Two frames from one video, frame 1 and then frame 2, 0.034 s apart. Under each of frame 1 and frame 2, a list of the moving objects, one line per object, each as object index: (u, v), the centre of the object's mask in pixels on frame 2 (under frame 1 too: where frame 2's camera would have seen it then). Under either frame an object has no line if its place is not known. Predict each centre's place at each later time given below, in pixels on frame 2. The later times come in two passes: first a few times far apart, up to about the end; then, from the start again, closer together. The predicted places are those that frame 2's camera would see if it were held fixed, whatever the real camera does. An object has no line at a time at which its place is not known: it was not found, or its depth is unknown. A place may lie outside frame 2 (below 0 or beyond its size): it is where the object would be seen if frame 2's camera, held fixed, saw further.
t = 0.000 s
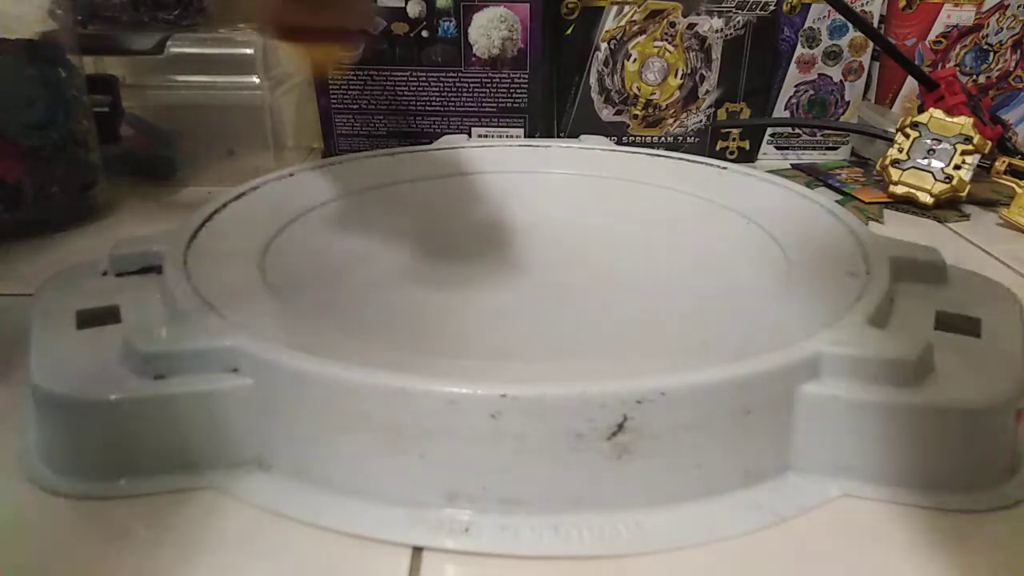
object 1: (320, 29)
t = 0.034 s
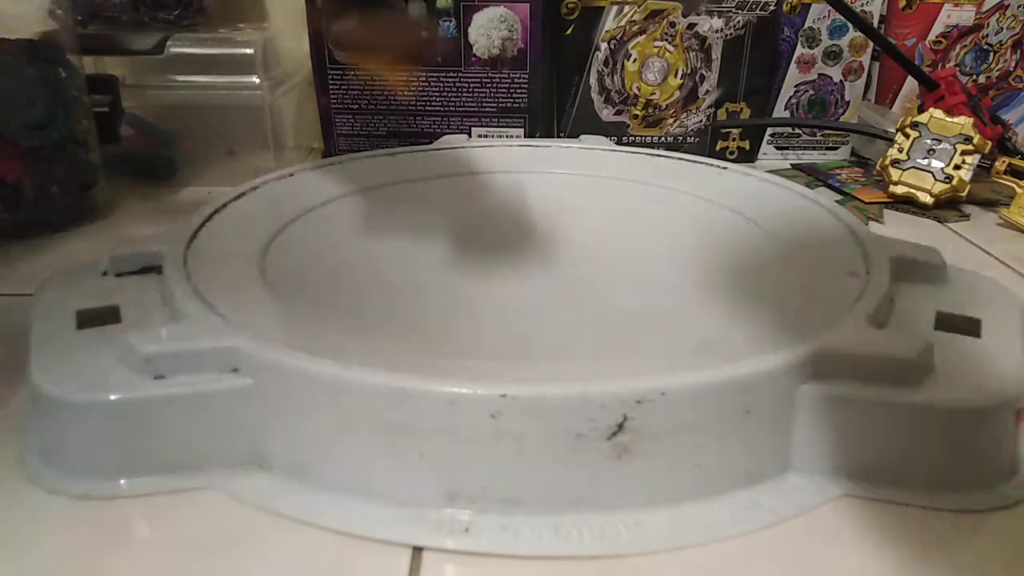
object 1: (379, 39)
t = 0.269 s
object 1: (562, 135)
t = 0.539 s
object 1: (555, 189)
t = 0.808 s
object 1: (462, 222)
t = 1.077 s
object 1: (590, 237)
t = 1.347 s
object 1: (557, 192)
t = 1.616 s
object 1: (423, 258)
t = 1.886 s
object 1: (770, 249)
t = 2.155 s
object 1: (550, 167)
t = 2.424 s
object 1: (287, 250)
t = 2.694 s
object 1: (771, 261)
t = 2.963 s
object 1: (563, 166)
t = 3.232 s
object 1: (275, 228)
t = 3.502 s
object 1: (697, 293)
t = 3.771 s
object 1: (622, 170)
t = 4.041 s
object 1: (333, 178)
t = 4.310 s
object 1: (476, 306)
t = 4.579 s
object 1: (725, 201)
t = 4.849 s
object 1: (473, 157)
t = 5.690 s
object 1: (591, 167)
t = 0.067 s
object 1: (428, 79)
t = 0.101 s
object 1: (456, 148)
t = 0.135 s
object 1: (493, 212)
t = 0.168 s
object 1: (514, 177)
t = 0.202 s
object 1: (531, 141)
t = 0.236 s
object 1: (548, 128)
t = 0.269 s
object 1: (562, 135)
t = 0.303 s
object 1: (577, 163)
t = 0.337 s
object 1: (580, 141)
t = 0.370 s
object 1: (581, 135)
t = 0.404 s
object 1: (584, 146)
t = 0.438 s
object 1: (583, 168)
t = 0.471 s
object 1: (576, 173)
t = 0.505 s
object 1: (567, 181)
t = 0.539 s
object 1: (555, 189)
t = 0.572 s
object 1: (541, 196)
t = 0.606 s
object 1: (524, 201)
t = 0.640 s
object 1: (508, 204)
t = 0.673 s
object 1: (492, 207)
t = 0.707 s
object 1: (478, 209)
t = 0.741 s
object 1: (470, 212)
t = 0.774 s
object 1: (465, 216)
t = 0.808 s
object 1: (462, 222)
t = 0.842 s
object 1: (464, 228)
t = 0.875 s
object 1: (471, 235)
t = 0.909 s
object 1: (483, 241)
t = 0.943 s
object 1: (501, 247)
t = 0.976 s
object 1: (521, 251)
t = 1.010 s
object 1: (546, 244)
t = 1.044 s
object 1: (571, 239)
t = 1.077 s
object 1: (590, 237)
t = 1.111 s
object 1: (605, 229)
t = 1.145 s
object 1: (617, 228)
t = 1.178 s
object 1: (624, 221)
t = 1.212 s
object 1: (621, 212)
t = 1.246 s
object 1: (611, 204)
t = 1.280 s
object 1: (596, 198)
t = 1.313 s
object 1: (578, 194)
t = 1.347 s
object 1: (557, 192)
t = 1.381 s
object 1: (535, 192)
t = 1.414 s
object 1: (513, 195)
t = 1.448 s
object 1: (487, 199)
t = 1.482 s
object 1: (464, 205)
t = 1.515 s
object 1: (442, 215)
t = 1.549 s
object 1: (426, 227)
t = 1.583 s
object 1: (419, 241)
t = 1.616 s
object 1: (423, 258)
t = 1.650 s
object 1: (438, 272)
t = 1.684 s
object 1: (471, 286)
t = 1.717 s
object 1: (515, 295)
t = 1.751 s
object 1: (573, 301)
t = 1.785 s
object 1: (637, 298)
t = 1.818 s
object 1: (699, 289)
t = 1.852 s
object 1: (755, 273)
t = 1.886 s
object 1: (770, 249)
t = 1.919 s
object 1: (759, 239)
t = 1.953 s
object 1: (749, 222)
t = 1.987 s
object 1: (729, 204)
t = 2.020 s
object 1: (700, 190)
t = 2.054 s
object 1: (667, 180)
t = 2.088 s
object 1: (629, 173)
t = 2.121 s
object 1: (591, 168)
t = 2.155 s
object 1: (550, 167)
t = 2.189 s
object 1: (500, 168)
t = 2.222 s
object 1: (457, 171)
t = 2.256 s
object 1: (412, 177)
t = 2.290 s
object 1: (369, 183)
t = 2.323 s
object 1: (330, 193)
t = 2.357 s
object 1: (295, 209)
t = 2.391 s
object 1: (271, 224)
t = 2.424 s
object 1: (287, 250)
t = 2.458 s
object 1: (316, 273)
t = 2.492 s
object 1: (363, 291)
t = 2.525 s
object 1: (441, 307)
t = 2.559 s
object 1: (535, 312)
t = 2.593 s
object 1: (629, 307)
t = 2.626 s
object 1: (691, 297)
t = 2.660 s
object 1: (740, 281)
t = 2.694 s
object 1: (771, 261)
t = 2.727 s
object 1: (781, 241)
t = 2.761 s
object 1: (776, 223)
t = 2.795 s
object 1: (758, 205)
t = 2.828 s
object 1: (728, 195)
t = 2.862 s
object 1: (692, 185)
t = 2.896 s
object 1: (650, 176)
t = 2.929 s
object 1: (606, 170)
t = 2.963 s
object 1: (563, 166)
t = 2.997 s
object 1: (517, 164)
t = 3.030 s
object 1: (469, 165)
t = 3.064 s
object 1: (422, 166)
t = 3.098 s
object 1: (374, 167)
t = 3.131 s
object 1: (333, 175)
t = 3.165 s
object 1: (310, 191)
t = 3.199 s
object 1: (289, 209)
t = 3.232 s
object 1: (275, 228)
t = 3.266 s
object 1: (283, 249)
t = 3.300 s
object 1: (309, 269)
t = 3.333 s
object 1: (354, 286)
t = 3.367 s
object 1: (408, 300)
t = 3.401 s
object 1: (489, 311)
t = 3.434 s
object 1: (567, 311)
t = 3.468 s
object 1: (637, 305)
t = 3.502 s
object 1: (697, 293)
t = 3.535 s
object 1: (734, 276)
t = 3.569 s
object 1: (753, 259)
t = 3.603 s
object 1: (756, 240)
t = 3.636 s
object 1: (744, 221)
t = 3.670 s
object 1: (725, 204)
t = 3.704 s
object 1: (695, 191)
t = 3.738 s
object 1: (660, 180)
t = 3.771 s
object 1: (622, 170)
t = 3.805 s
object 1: (584, 162)
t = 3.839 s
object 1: (543, 157)
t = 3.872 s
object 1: (503, 154)
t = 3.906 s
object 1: (470, 156)
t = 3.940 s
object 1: (431, 159)
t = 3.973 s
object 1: (396, 160)
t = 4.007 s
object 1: (363, 167)
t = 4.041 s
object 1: (333, 178)
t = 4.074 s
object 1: (306, 191)
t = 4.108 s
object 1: (287, 208)
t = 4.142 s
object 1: (280, 224)
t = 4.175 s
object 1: (287, 243)
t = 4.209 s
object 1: (310, 260)
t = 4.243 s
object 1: (353, 279)
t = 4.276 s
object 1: (405, 293)
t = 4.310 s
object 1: (476, 306)
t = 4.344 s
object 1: (547, 307)
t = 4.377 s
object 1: (616, 301)
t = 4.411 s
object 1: (673, 289)
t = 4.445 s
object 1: (712, 273)
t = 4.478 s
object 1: (734, 255)
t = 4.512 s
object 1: (742, 237)
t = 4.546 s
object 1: (738, 218)
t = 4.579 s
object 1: (725, 201)
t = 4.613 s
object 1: (705, 186)
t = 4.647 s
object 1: (677, 174)
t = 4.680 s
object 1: (648, 165)
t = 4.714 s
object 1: (612, 158)
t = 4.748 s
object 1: (577, 152)
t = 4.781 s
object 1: (543, 151)
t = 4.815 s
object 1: (509, 153)
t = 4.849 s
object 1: (473, 157)
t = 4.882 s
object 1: (442, 161)
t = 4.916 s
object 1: (411, 167)
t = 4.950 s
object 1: (383, 177)
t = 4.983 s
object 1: (358, 186)
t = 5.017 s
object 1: (337, 200)
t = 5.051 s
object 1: (325, 217)
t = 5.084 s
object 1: (324, 236)
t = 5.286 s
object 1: (606, 300)
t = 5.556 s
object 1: (715, 190)
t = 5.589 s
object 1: (689, 181)
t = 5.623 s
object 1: (660, 175)
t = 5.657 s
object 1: (625, 170)
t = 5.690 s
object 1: (591, 167)
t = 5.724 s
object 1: (556, 168)
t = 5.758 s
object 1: (519, 169)
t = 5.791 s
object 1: (486, 173)
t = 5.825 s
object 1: (452, 178)
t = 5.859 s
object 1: (418, 183)
